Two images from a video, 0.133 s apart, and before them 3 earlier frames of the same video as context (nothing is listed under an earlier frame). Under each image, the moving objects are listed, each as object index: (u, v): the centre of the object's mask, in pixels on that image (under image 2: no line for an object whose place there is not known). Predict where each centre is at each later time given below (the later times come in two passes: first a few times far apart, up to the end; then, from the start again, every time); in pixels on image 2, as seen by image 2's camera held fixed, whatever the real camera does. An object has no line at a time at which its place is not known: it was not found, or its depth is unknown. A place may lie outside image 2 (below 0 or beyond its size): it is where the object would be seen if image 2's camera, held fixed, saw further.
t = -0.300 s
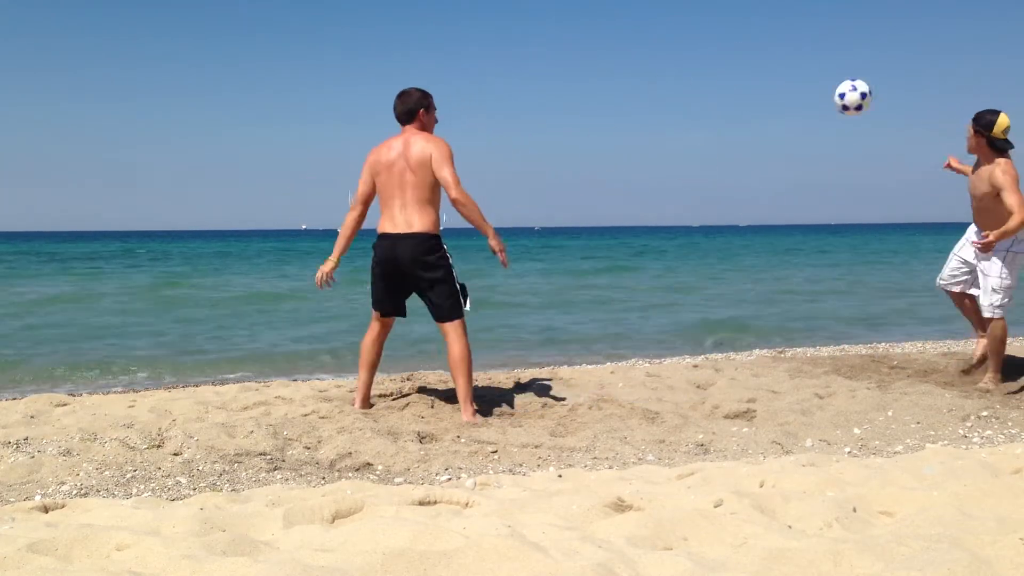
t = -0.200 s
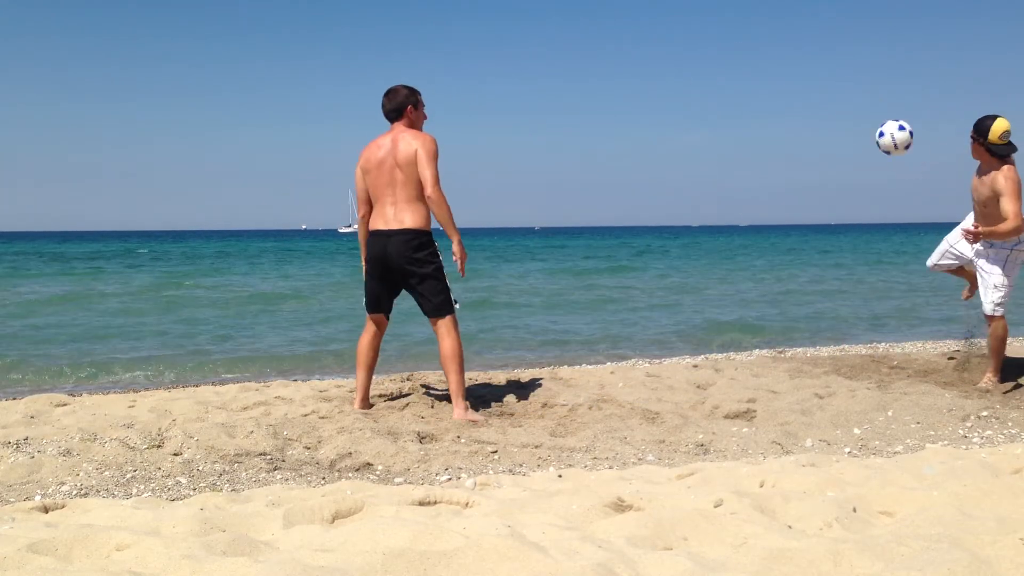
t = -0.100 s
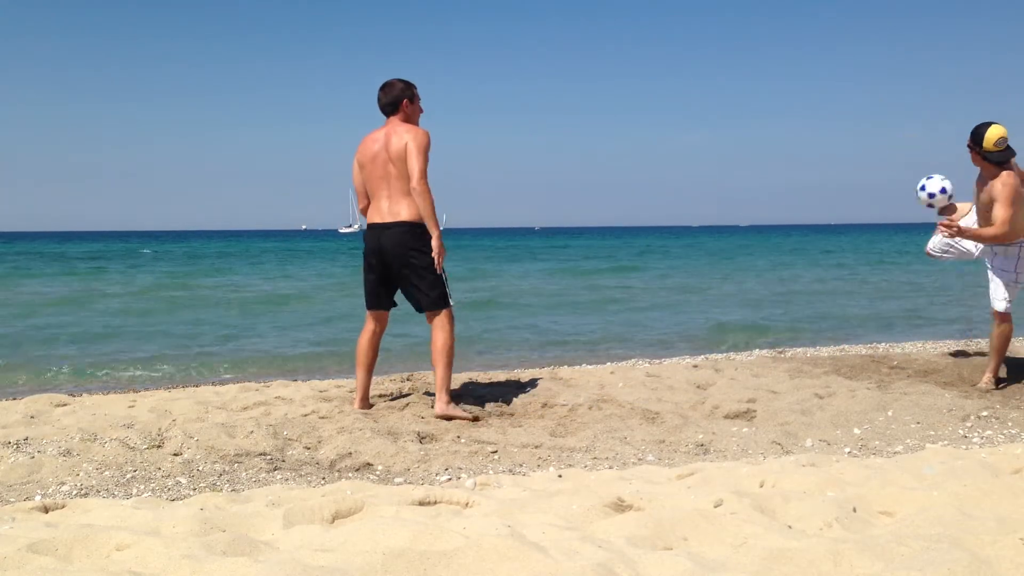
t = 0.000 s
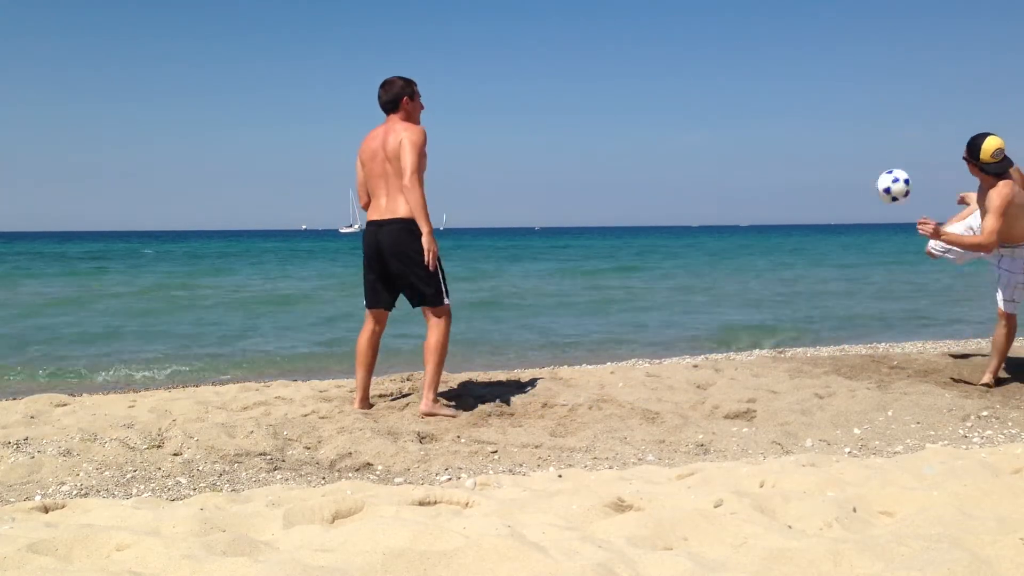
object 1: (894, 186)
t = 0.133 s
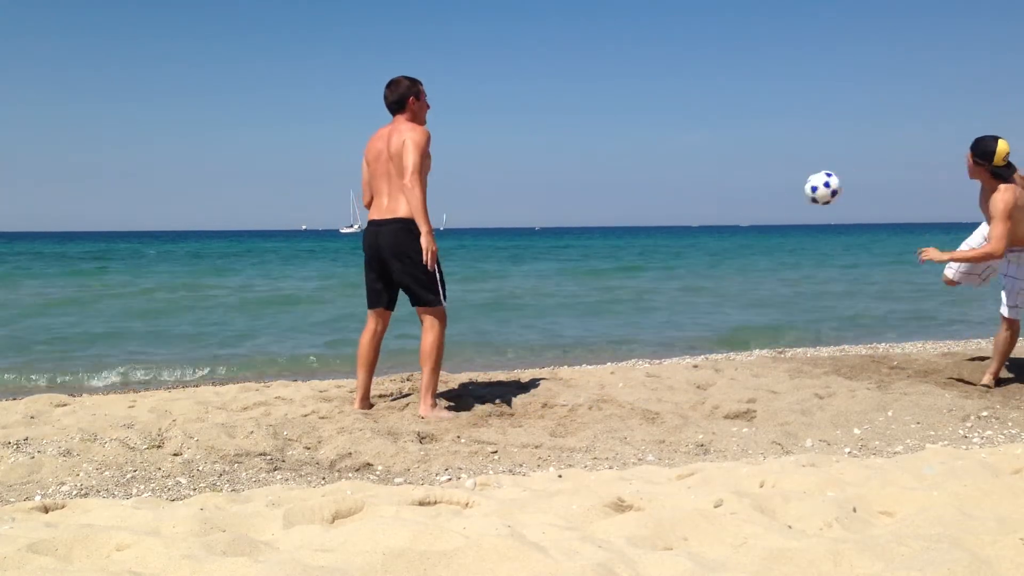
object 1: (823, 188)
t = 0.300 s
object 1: (732, 231)
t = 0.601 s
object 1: (581, 343)
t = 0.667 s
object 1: (556, 337)
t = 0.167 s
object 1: (805, 192)
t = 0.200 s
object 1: (787, 199)
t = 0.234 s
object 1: (768, 207)
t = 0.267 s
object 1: (750, 218)
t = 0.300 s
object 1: (732, 231)
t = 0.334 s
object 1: (714, 245)
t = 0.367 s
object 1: (696, 261)
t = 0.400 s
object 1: (678, 279)
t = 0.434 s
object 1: (660, 299)
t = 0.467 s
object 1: (641, 322)
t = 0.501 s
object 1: (623, 346)
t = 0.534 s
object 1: (607, 355)
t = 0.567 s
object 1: (594, 349)
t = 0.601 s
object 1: (581, 343)
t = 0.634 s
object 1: (568, 340)
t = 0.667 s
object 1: (556, 337)
